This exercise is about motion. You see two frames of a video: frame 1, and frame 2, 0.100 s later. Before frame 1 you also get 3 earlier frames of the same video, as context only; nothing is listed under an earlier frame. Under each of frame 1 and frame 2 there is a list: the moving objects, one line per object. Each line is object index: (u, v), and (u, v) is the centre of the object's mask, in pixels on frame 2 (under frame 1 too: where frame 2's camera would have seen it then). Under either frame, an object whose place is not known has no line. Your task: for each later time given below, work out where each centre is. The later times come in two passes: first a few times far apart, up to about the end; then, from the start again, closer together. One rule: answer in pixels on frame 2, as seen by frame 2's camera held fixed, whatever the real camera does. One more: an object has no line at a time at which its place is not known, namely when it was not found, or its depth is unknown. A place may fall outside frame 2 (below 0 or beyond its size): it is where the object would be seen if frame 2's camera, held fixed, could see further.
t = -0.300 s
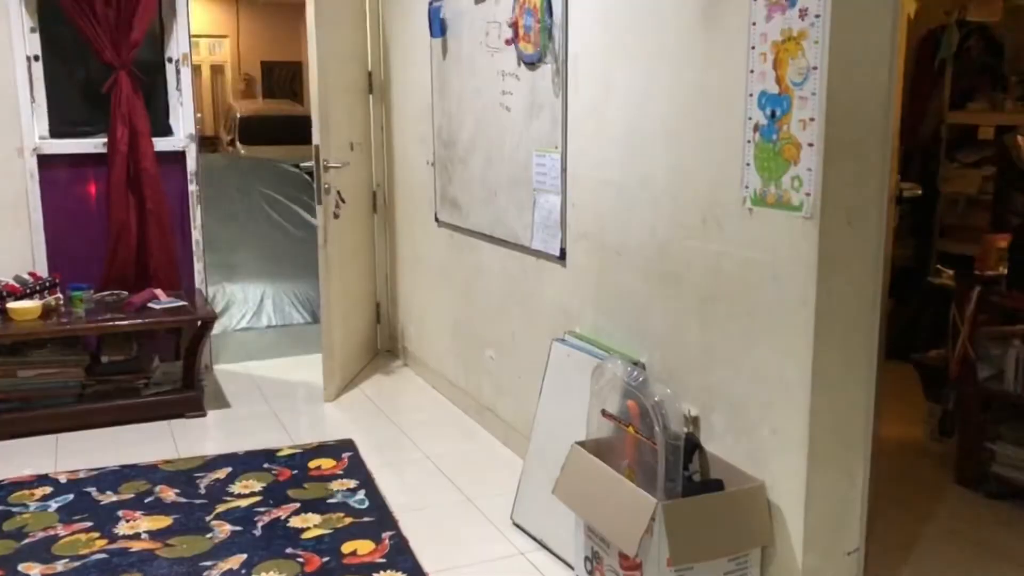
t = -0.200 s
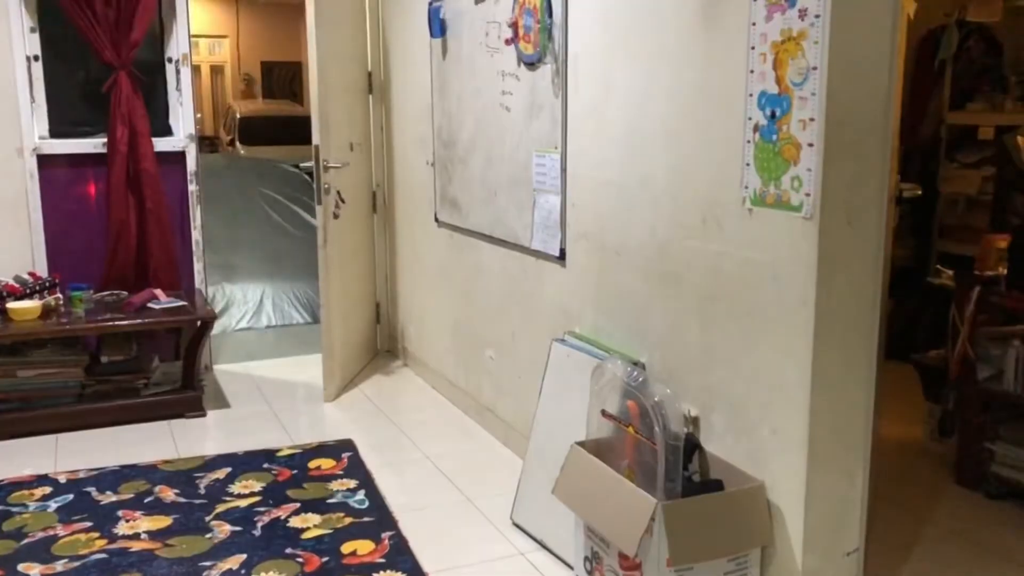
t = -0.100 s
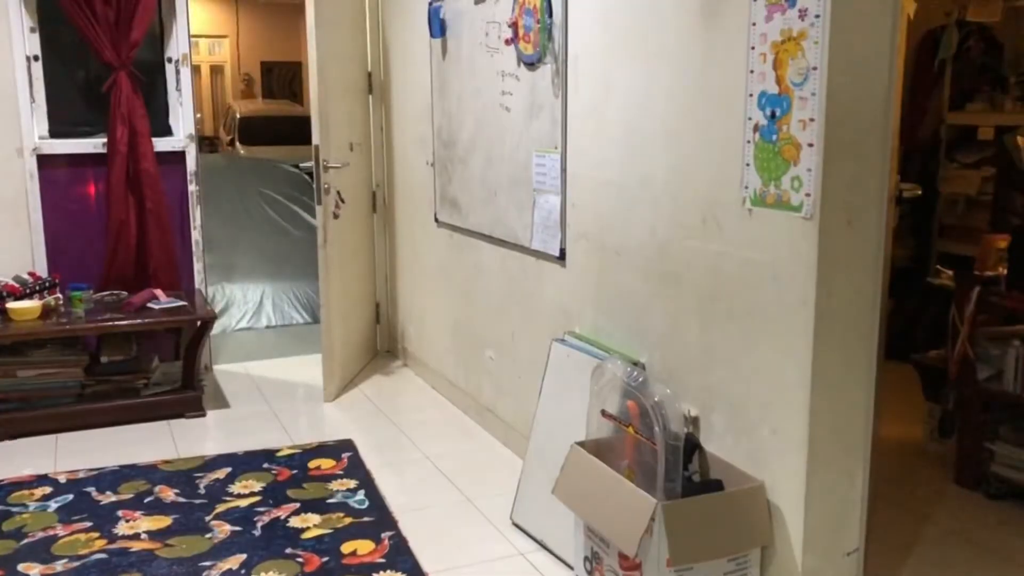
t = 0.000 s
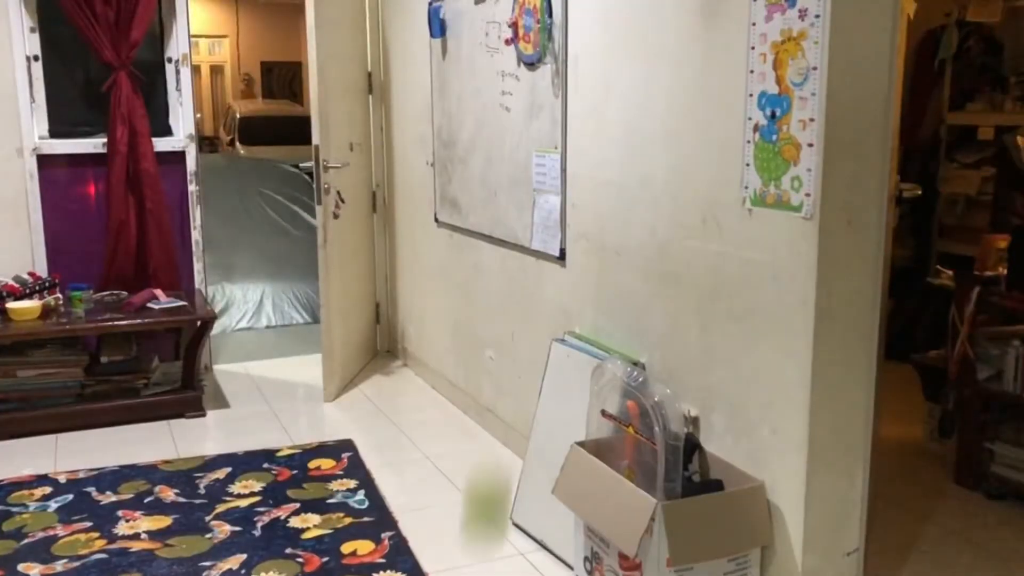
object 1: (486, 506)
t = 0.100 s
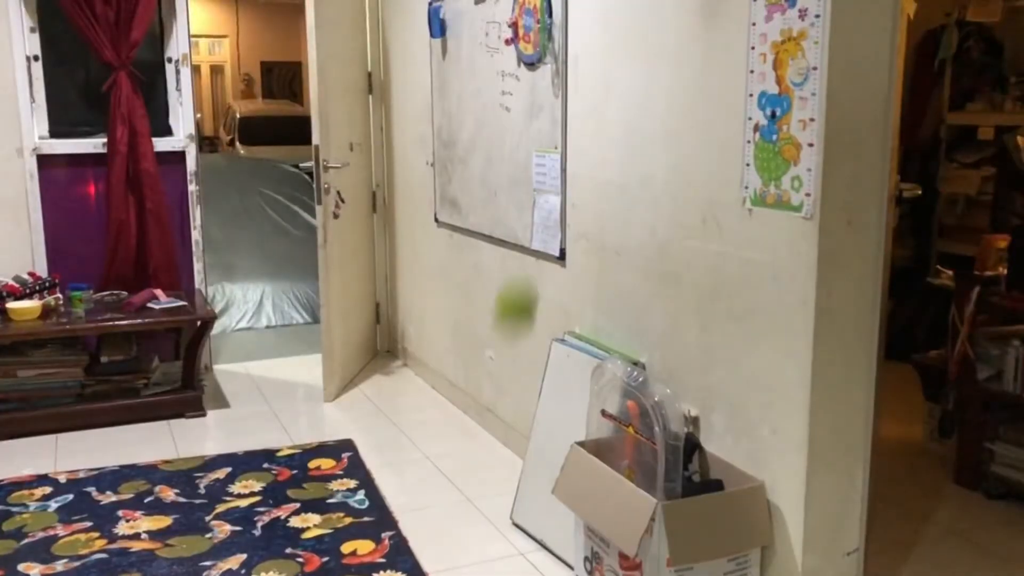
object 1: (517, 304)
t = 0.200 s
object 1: (539, 201)
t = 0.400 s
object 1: (575, 195)
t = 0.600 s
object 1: (597, 353)
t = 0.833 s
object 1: (539, 429)
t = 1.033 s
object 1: (427, 456)
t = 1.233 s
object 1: (344, 396)
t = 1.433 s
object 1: (274, 449)
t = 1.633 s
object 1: (213, 400)
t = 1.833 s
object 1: (155, 407)
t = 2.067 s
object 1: (112, 404)
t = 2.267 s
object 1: (73, 422)
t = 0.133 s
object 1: (523, 264)
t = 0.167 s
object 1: (533, 227)
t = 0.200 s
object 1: (539, 201)
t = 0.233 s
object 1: (545, 184)
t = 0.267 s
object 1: (553, 173)
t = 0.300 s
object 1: (559, 170)
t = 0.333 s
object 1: (564, 173)
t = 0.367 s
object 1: (570, 182)
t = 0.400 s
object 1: (575, 195)
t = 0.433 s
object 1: (579, 212)
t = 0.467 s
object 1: (583, 234)
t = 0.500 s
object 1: (588, 263)
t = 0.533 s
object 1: (592, 290)
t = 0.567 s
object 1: (595, 322)
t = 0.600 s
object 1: (597, 353)
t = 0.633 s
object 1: (589, 354)
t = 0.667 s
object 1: (580, 358)
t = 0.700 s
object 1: (573, 366)
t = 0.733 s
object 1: (566, 379)
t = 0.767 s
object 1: (558, 393)
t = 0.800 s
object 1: (552, 411)
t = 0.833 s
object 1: (539, 429)
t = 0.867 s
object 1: (518, 445)
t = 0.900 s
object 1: (496, 465)
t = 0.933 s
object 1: (475, 489)
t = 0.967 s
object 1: (459, 506)
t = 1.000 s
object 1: (443, 478)
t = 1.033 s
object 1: (427, 456)
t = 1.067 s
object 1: (413, 437)
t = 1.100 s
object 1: (398, 422)
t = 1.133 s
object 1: (384, 410)
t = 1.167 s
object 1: (371, 403)
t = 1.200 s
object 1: (358, 398)
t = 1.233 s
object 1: (344, 396)
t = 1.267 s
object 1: (332, 397)
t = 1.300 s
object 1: (319, 405)
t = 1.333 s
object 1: (307, 411)
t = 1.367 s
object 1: (296, 422)
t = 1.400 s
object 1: (286, 435)
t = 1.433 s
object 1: (274, 449)
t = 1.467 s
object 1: (263, 439)
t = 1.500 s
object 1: (252, 425)
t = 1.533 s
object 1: (241, 415)
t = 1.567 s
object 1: (230, 407)
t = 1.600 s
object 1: (221, 401)
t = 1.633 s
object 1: (213, 400)
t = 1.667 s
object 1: (200, 403)
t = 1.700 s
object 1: (192, 407)
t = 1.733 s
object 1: (183, 412)
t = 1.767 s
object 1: (175, 423)
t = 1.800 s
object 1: (164, 416)
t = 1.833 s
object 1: (155, 407)
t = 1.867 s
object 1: (147, 399)
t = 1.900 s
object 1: (140, 393)
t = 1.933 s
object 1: (134, 389)
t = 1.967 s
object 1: (129, 389)
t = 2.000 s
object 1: (124, 391)
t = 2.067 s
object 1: (112, 404)
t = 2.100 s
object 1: (107, 415)
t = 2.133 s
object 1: (103, 428)
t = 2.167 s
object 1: (98, 442)
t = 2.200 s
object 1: (89, 431)
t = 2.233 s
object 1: (81, 425)
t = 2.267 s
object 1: (73, 422)
